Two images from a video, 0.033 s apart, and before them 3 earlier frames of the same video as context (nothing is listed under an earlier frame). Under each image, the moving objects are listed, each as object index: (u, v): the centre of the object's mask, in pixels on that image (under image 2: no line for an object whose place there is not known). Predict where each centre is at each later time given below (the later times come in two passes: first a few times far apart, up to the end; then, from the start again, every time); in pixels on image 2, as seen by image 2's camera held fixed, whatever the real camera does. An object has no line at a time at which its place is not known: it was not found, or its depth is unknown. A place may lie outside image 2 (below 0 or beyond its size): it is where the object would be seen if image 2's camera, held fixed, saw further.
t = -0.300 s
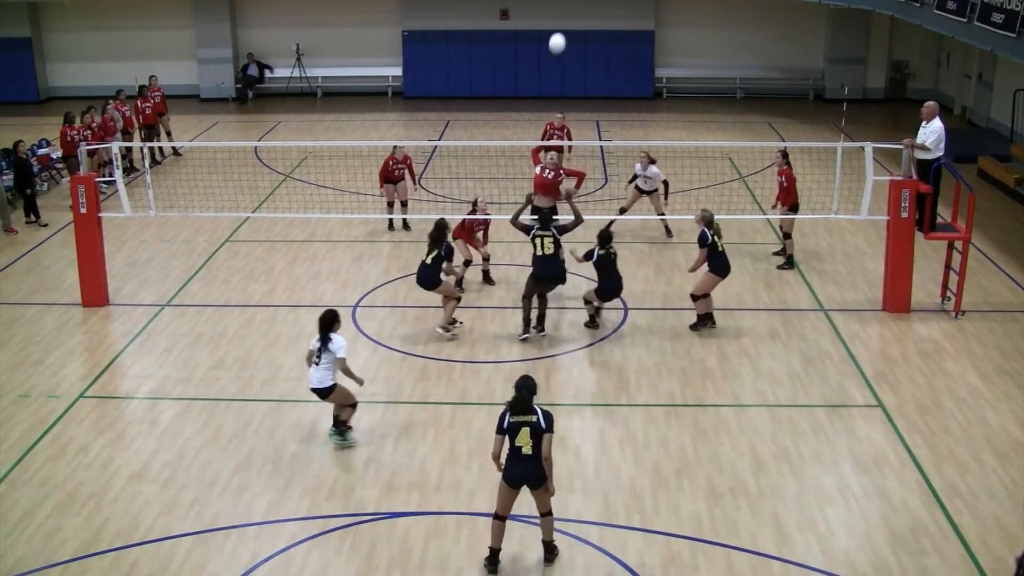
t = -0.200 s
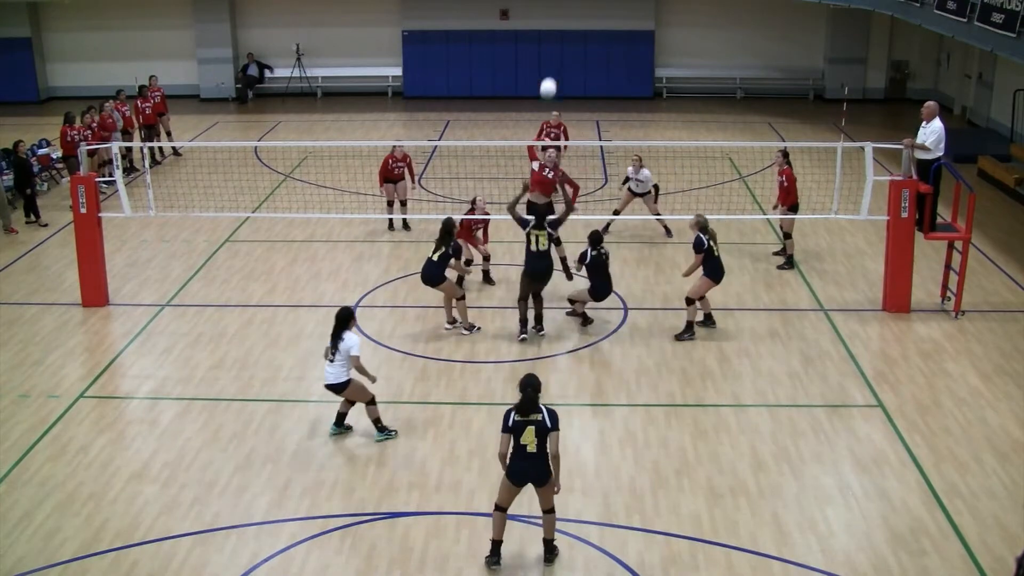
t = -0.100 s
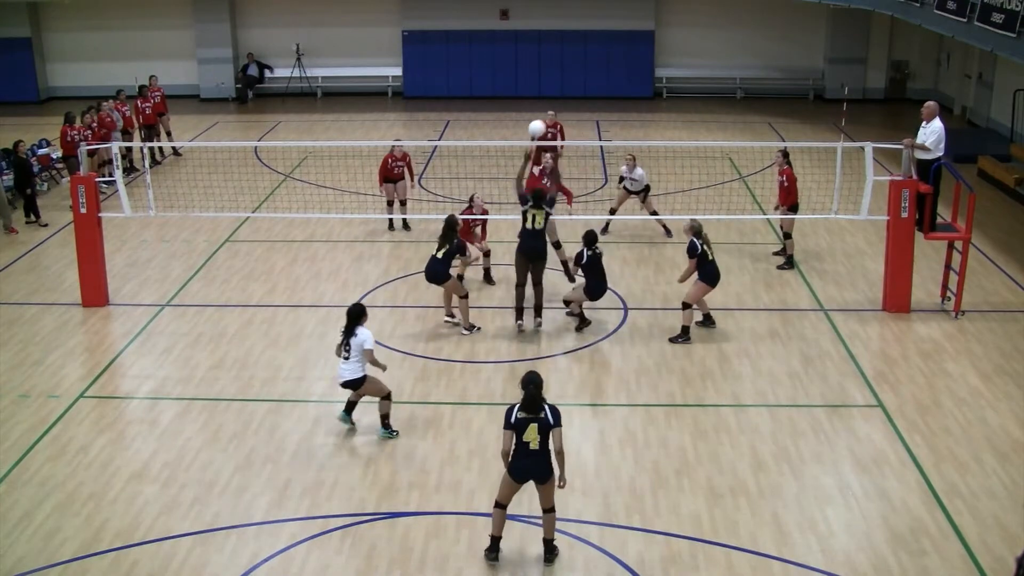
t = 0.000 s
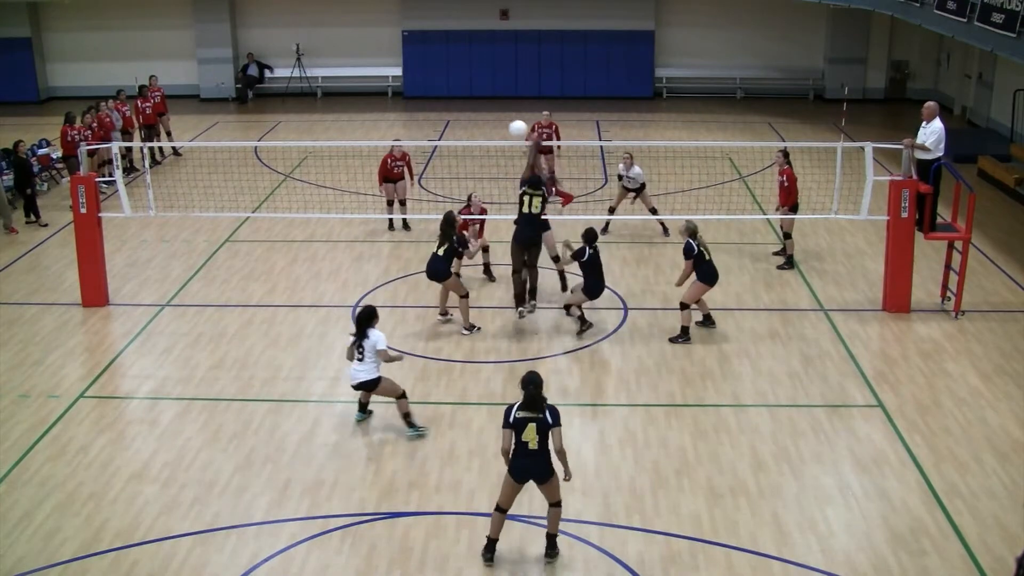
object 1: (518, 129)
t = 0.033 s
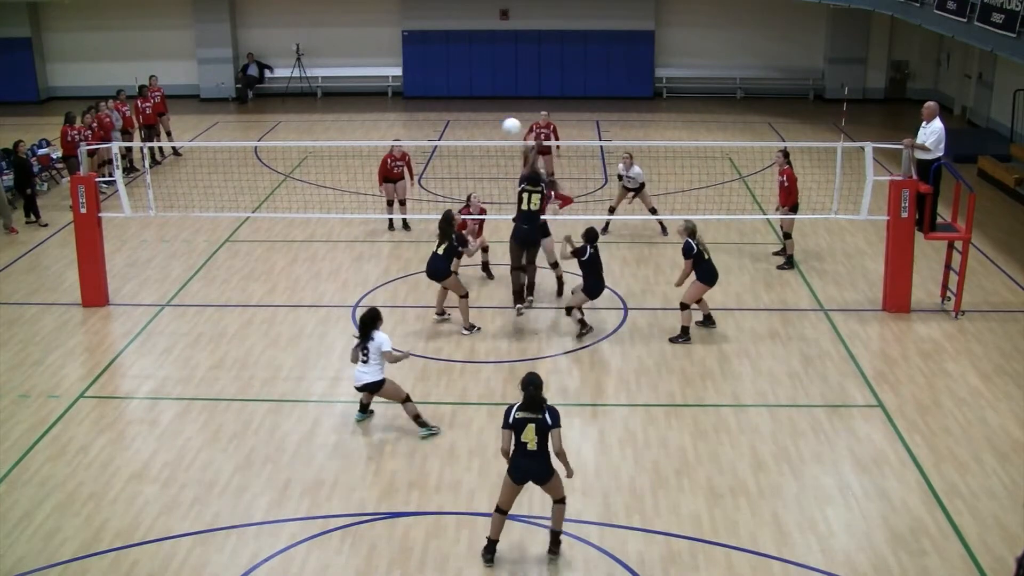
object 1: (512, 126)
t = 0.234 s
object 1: (469, 136)
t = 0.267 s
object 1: (461, 143)
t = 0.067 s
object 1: (505, 125)
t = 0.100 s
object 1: (498, 125)
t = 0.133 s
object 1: (491, 126)
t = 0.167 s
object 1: (484, 129)
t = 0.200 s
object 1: (476, 133)
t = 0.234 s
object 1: (469, 136)
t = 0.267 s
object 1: (461, 143)
